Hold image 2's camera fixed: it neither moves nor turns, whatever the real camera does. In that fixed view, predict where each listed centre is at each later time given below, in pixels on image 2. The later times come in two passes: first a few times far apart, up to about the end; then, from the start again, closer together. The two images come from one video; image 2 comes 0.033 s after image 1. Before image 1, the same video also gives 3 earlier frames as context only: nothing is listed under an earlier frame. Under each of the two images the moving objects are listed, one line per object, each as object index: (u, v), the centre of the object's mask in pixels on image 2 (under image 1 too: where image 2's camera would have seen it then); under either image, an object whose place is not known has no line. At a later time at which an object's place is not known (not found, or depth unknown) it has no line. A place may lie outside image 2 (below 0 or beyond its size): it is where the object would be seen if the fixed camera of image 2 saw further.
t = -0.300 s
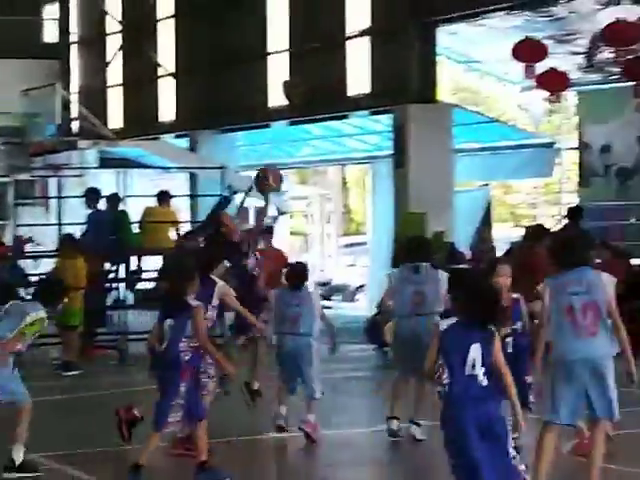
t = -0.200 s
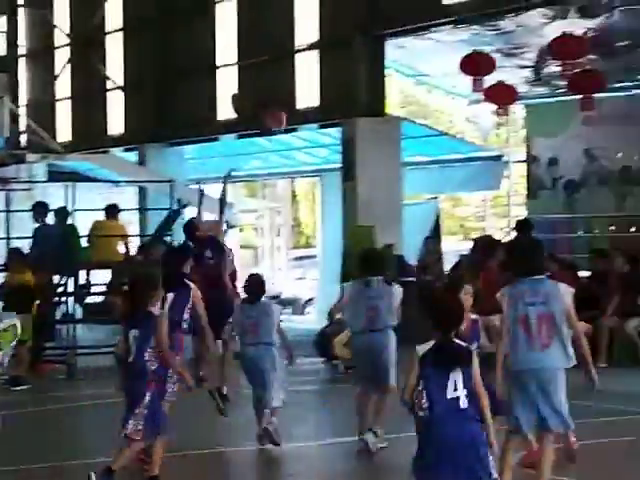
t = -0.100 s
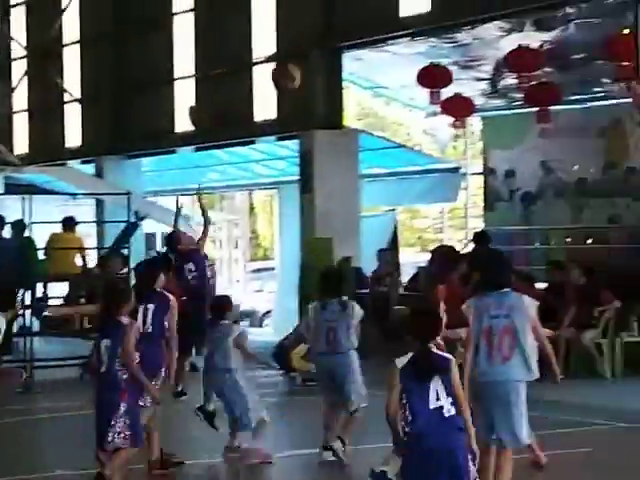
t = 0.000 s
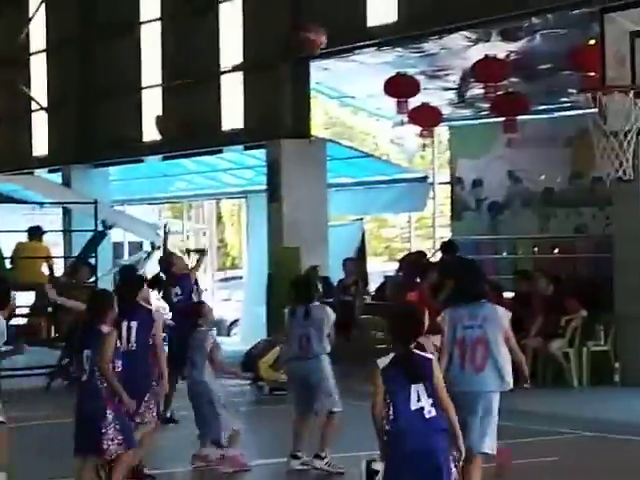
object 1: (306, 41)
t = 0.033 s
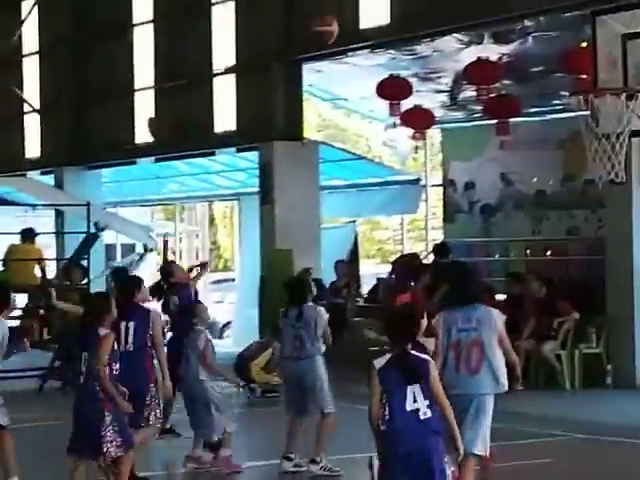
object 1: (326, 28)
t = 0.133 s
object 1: (385, 6)
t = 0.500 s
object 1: (612, 16)
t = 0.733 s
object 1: (598, 54)
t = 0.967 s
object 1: (503, 29)
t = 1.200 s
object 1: (412, 85)
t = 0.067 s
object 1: (345, 13)
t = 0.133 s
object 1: (385, 6)
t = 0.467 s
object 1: (591, 7)
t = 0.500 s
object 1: (612, 16)
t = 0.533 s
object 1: (631, 26)
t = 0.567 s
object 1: (629, 36)
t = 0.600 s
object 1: (625, 48)
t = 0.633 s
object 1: (623, 60)
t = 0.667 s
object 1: (622, 76)
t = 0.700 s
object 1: (611, 66)
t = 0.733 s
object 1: (598, 54)
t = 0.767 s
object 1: (585, 46)
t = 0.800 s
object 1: (573, 36)
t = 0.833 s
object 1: (560, 34)
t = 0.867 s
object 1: (543, 31)
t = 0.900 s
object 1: (533, 29)
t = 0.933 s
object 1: (514, 29)
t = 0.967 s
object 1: (503, 29)
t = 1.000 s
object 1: (489, 32)
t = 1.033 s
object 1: (477, 37)
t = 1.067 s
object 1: (463, 42)
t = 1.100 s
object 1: (449, 50)
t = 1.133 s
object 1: (436, 61)
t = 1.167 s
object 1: (423, 72)
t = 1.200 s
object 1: (412, 85)
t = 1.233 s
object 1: (397, 97)
